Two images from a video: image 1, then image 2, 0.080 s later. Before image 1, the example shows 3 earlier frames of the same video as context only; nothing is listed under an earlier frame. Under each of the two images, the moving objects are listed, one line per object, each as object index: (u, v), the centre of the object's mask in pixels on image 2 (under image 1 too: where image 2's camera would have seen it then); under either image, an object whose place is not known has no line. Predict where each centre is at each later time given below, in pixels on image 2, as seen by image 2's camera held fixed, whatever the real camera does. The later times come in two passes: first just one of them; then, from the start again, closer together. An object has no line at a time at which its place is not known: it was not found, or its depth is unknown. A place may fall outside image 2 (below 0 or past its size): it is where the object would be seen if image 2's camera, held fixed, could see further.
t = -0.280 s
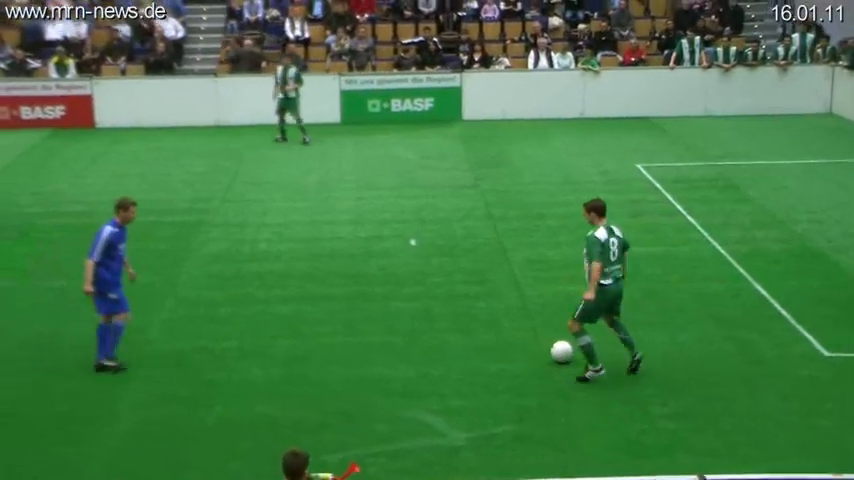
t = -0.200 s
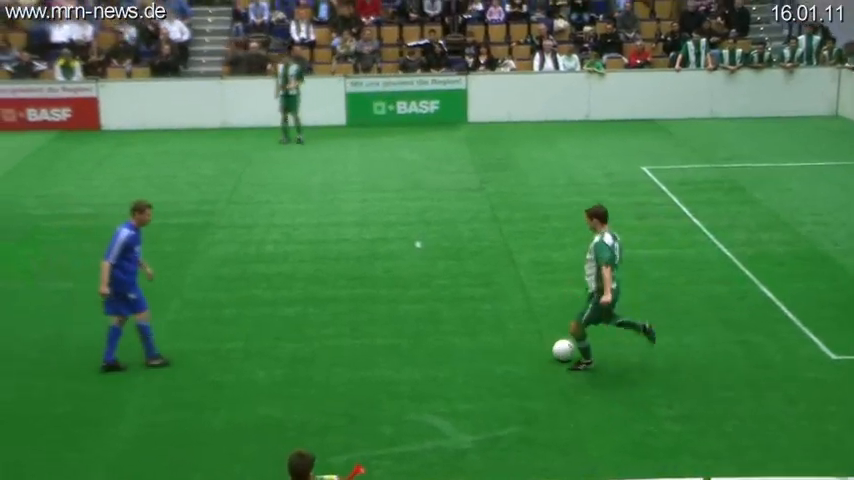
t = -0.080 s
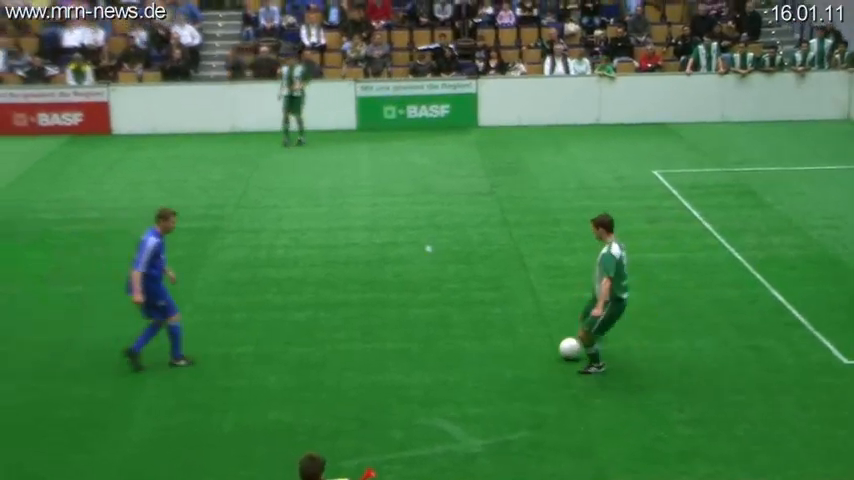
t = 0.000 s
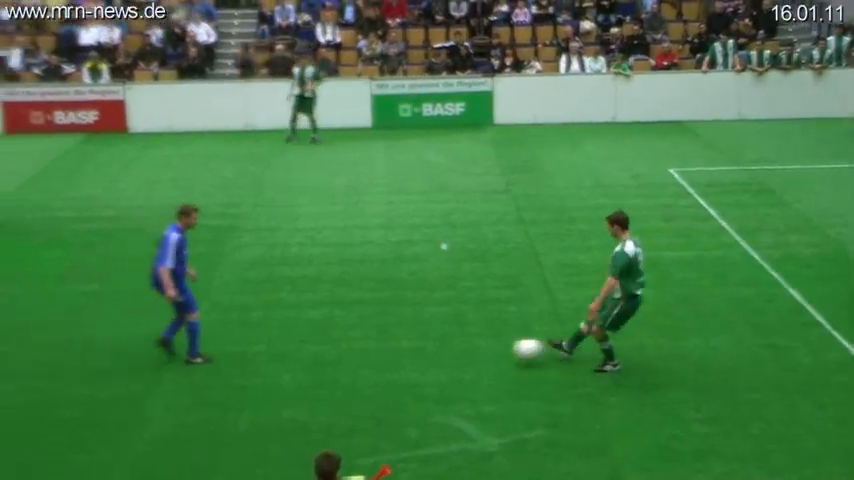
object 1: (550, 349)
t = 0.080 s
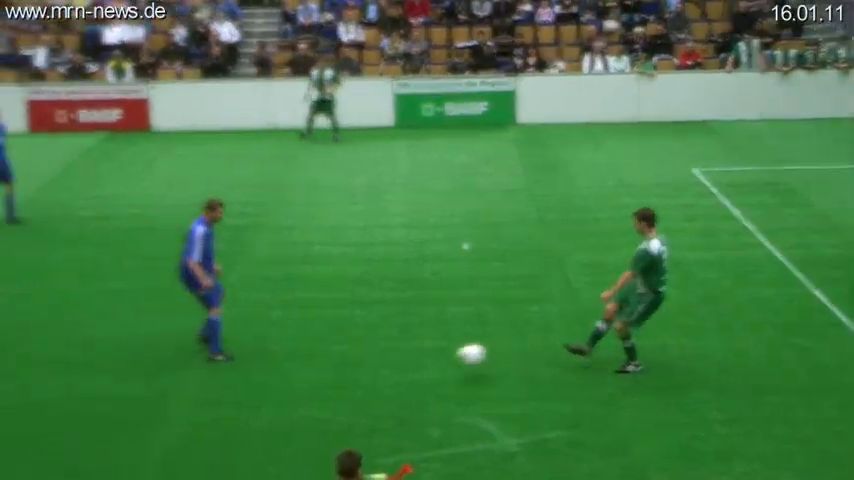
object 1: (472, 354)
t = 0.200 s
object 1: (350, 378)
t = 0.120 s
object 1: (432, 360)
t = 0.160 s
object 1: (392, 367)
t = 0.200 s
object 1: (350, 378)
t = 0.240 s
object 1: (311, 390)
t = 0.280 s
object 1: (270, 401)
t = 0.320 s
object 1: (235, 401)
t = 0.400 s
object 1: (162, 407)
